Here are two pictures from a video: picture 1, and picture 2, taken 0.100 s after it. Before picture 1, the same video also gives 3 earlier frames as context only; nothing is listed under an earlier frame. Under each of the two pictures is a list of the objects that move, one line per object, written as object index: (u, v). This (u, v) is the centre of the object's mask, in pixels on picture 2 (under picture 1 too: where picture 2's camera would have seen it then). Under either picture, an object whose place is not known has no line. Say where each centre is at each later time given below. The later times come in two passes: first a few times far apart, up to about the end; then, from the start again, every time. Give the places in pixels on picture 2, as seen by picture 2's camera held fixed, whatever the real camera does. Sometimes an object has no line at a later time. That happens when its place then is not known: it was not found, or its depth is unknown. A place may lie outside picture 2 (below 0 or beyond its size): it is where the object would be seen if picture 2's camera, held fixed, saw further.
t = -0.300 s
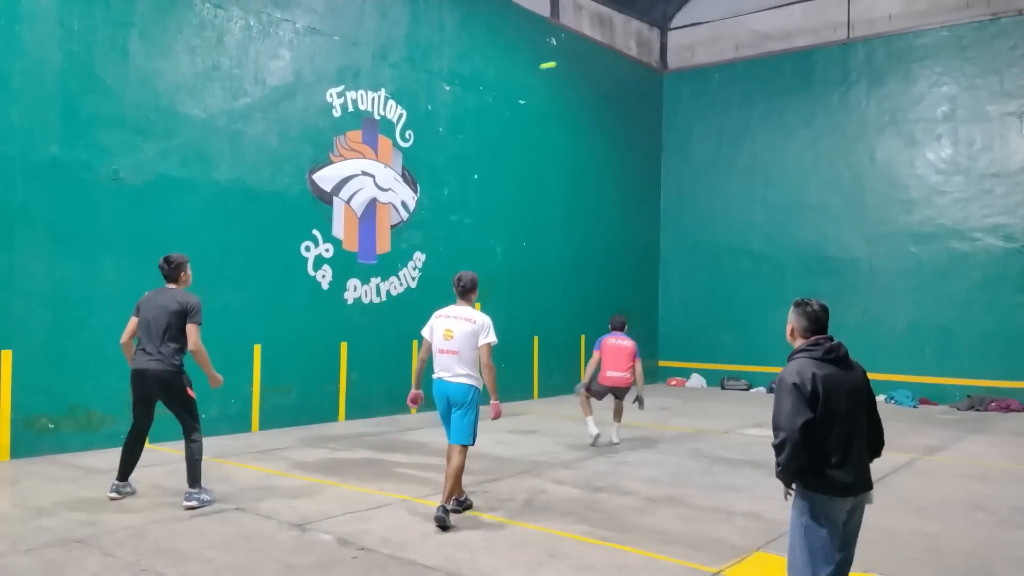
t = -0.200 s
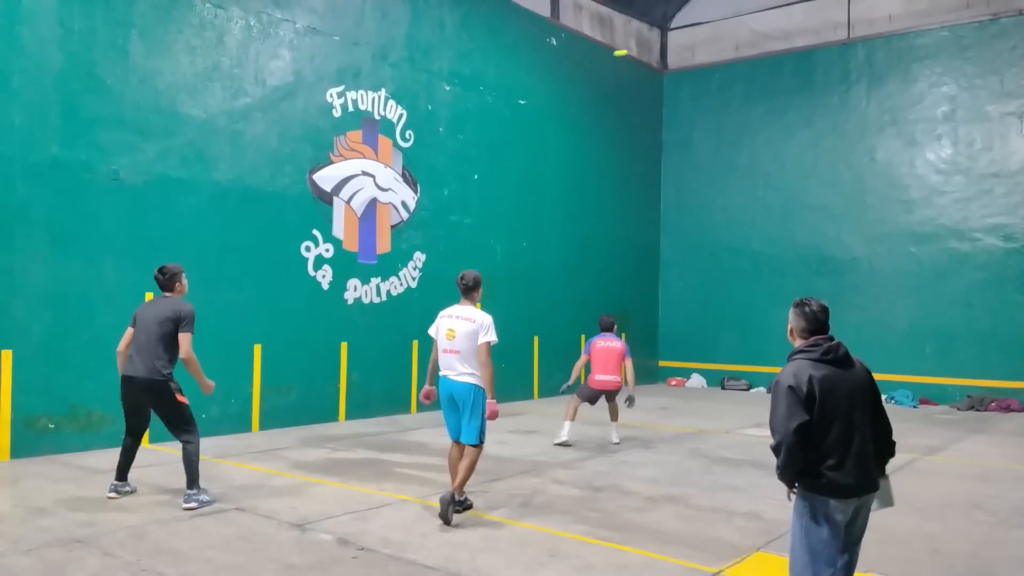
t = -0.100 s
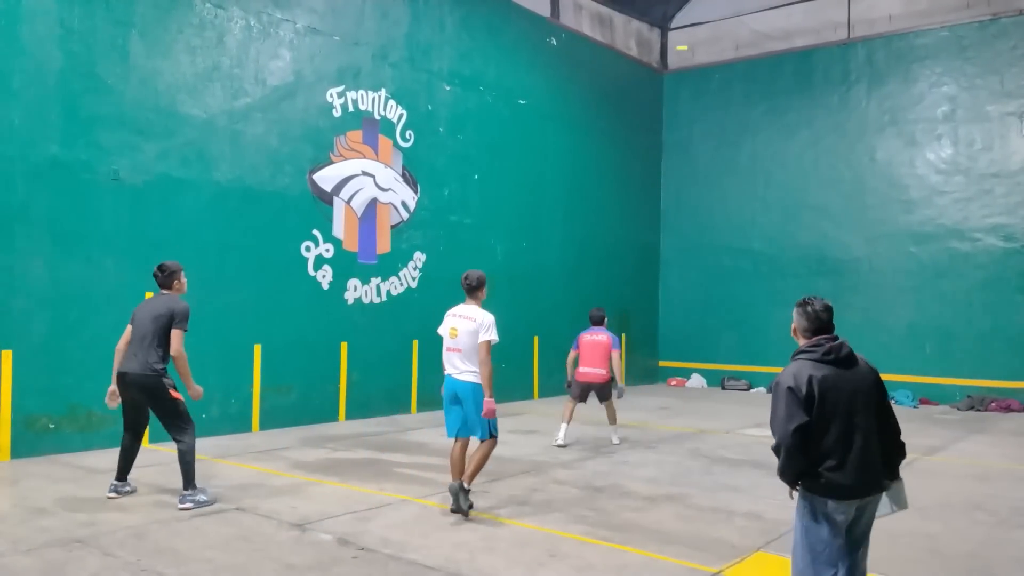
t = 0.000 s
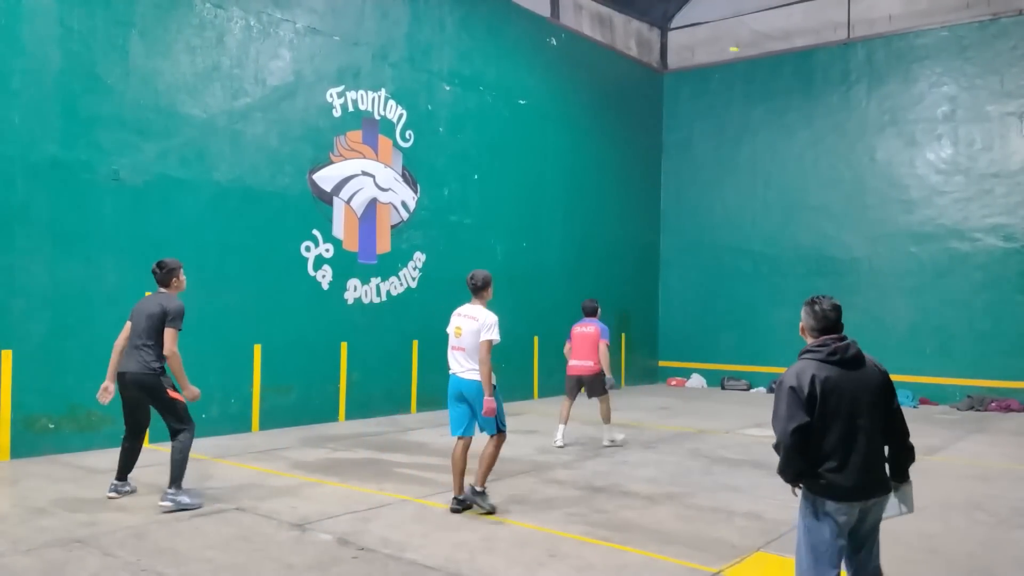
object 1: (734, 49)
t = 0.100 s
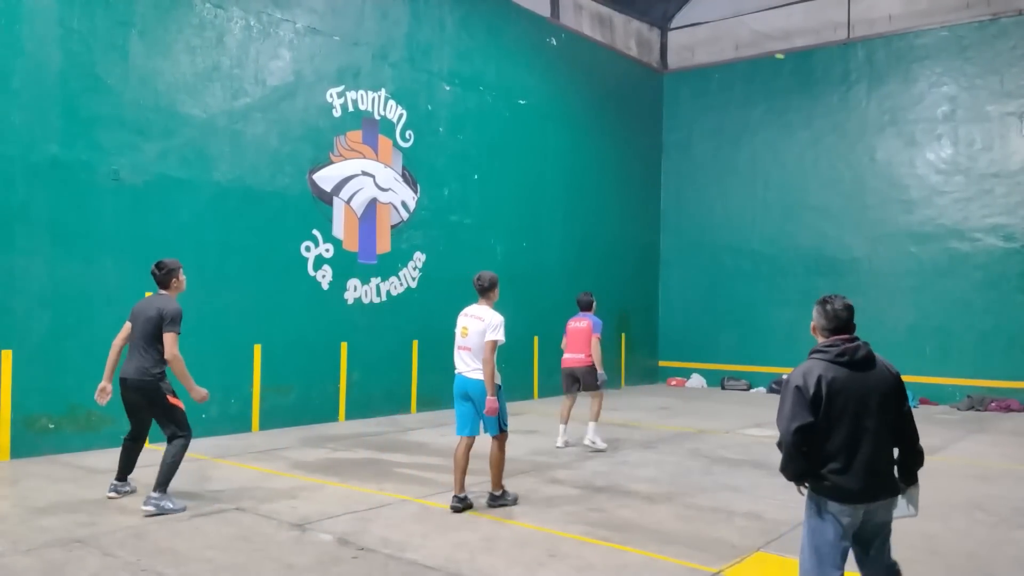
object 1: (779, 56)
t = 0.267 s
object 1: (820, 70)
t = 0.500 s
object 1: (777, 91)
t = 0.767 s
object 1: (717, 172)
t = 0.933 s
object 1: (671, 264)
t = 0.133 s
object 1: (793, 59)
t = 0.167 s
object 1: (807, 63)
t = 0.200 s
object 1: (820, 67)
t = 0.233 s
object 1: (825, 70)
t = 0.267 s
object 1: (820, 70)
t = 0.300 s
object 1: (814, 70)
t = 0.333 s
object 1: (808, 72)
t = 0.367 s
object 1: (802, 74)
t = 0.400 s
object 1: (796, 77)
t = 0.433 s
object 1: (790, 81)
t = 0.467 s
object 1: (784, 86)
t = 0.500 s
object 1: (777, 91)
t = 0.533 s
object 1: (770, 98)
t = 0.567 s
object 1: (763, 105)
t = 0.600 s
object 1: (756, 113)
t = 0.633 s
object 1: (748, 123)
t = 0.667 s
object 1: (741, 133)
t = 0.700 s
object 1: (733, 145)
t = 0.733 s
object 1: (725, 158)
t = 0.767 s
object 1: (717, 172)
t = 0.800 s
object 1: (708, 188)
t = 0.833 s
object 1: (699, 204)
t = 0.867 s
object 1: (690, 223)
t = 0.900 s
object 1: (681, 243)
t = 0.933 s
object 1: (671, 264)
